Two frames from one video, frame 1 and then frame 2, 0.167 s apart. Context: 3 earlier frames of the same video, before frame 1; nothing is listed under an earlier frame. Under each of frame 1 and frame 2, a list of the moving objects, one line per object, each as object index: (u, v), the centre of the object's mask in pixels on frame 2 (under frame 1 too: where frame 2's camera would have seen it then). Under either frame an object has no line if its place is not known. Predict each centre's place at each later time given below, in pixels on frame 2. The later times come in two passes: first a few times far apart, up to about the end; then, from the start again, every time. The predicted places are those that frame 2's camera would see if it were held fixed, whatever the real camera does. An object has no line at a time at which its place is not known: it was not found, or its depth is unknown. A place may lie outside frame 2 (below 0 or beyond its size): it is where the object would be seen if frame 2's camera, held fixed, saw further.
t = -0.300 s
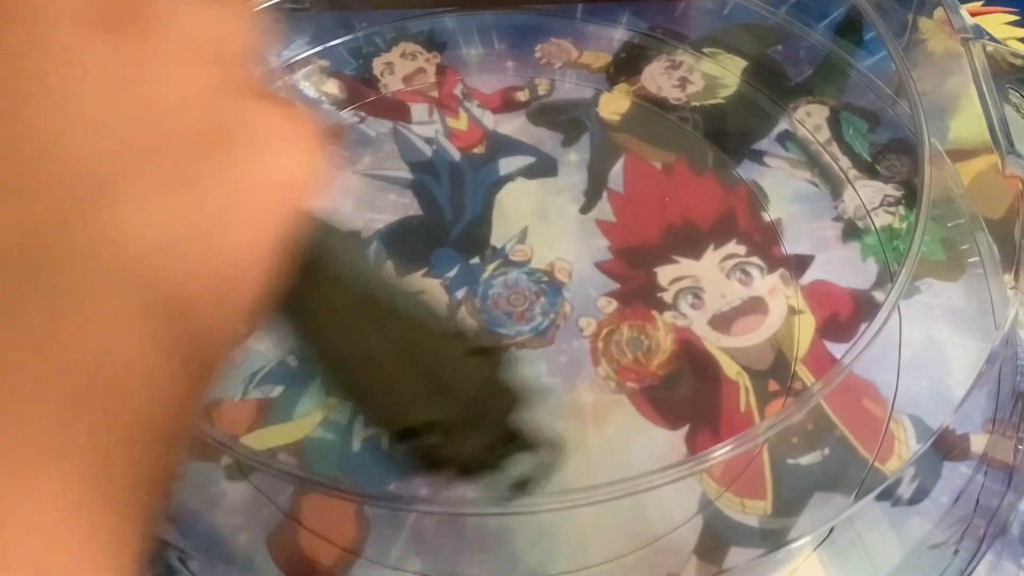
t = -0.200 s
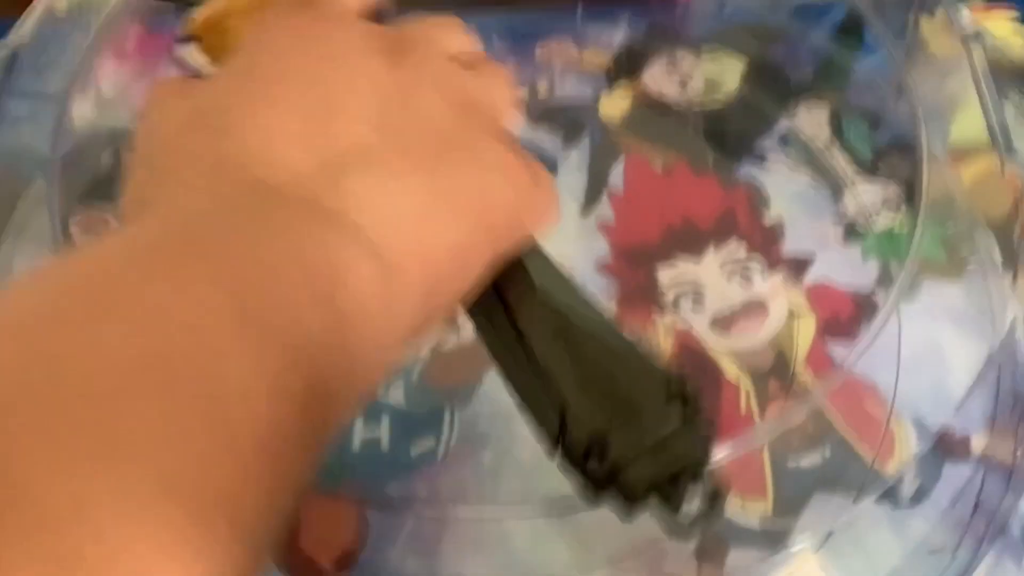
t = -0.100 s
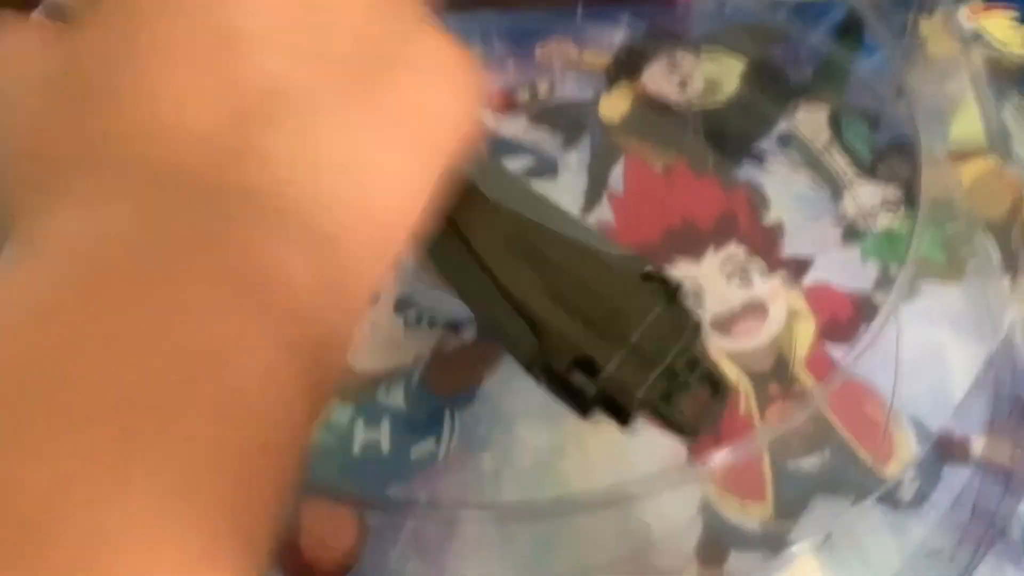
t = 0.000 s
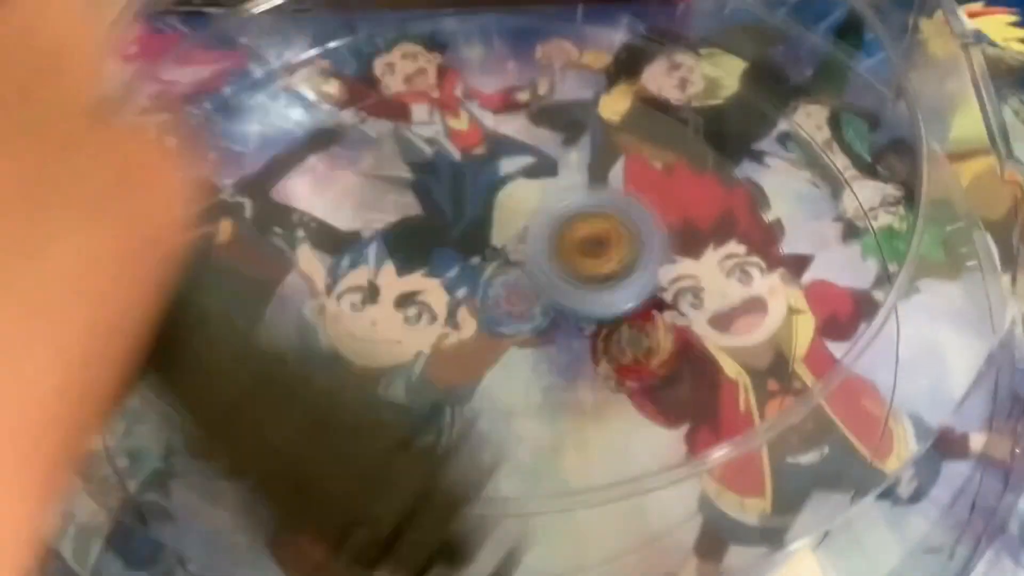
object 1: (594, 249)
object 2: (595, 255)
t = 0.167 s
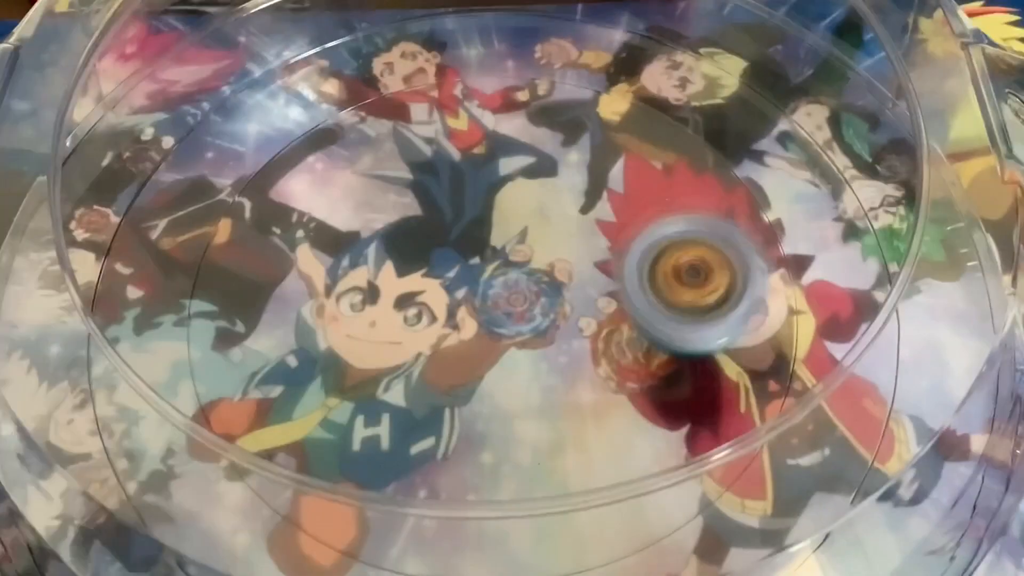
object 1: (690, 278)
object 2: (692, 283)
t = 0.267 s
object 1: (647, 317)
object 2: (646, 324)
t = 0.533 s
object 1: (325, 308)
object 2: (323, 314)
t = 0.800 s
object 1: (366, 183)
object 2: (368, 186)
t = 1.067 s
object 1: (641, 231)
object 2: (640, 238)
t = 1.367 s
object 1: (495, 436)
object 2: (494, 436)
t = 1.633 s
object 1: (259, 276)
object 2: (257, 280)
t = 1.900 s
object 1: (501, 144)
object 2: (497, 151)
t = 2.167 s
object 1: (747, 302)
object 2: (743, 309)
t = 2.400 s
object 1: (571, 466)
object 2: (575, 489)
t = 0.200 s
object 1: (685, 289)
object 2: (681, 297)
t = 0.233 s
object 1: (670, 304)
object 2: (670, 310)
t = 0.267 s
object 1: (647, 317)
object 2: (646, 324)
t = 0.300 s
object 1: (616, 331)
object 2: (616, 340)
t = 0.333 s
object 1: (579, 345)
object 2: (580, 349)
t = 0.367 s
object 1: (531, 352)
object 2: (534, 356)
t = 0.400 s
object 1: (483, 352)
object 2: (482, 360)
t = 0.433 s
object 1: (435, 350)
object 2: (434, 357)
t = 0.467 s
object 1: (394, 337)
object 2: (392, 340)
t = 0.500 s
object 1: (357, 323)
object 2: (357, 330)
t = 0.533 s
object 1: (325, 308)
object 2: (323, 314)
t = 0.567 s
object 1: (304, 290)
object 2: (302, 293)
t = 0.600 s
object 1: (291, 272)
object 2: (287, 278)
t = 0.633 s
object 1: (286, 255)
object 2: (283, 261)
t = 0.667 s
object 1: (289, 238)
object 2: (287, 246)
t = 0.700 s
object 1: (298, 221)
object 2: (297, 227)
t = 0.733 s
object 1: (314, 207)
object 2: (312, 211)
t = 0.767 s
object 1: (336, 195)
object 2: (330, 196)
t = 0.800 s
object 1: (366, 183)
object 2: (368, 186)
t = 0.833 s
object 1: (398, 175)
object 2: (398, 179)
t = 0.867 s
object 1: (432, 170)
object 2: (431, 176)
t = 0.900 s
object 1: (472, 167)
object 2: (467, 174)
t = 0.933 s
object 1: (511, 170)
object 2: (513, 176)
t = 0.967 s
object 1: (550, 178)
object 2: (549, 184)
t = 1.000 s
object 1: (585, 191)
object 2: (586, 198)
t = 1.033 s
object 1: (616, 208)
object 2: (616, 215)
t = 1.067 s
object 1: (641, 231)
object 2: (640, 238)
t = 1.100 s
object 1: (659, 255)
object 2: (658, 262)
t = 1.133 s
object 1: (668, 282)
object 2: (668, 289)
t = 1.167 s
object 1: (668, 313)
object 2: (666, 319)
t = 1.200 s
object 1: (660, 341)
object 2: (658, 349)
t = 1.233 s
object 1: (641, 369)
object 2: (642, 374)
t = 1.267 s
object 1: (614, 394)
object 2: (617, 400)
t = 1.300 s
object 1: (580, 414)
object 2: (578, 418)
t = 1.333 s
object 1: (539, 429)
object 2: (539, 430)
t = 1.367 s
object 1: (495, 436)
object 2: (494, 436)
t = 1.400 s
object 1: (450, 437)
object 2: (451, 436)
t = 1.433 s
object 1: (406, 430)
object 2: (403, 431)
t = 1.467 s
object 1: (364, 416)
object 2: (363, 418)
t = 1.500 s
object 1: (327, 395)
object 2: (324, 403)
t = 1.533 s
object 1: (296, 369)
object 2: (296, 376)
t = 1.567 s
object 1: (273, 339)
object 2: (269, 348)
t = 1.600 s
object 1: (260, 308)
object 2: (257, 313)
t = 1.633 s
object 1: (259, 276)
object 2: (257, 280)
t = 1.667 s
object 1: (268, 244)
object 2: (265, 251)
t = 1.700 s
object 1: (284, 214)
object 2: (283, 224)
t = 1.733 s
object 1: (308, 190)
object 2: (305, 196)
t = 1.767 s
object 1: (340, 171)
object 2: (340, 178)
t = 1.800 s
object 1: (377, 155)
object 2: (377, 162)
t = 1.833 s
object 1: (416, 146)
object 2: (406, 152)
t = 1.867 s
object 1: (459, 142)
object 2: (451, 148)
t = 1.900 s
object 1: (501, 144)
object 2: (497, 151)
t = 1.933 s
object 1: (542, 151)
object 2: (544, 159)
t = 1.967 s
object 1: (579, 160)
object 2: (580, 168)
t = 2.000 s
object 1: (616, 159)
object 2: (616, 166)
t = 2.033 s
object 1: (651, 174)
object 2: (652, 183)
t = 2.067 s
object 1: (690, 212)
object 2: (690, 219)
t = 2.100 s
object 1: (724, 265)
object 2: (720, 275)
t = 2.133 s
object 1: (738, 278)
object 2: (733, 288)
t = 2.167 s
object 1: (747, 302)
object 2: (743, 309)
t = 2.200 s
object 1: (752, 341)
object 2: (745, 352)
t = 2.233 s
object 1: (748, 388)
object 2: (746, 403)
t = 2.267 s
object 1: (727, 402)
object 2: (731, 416)
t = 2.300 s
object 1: (700, 423)
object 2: (703, 441)
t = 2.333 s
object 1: (674, 468)
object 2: (671, 482)
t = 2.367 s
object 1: (619, 456)
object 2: (625, 479)
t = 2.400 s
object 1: (571, 466)
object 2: (575, 489)
